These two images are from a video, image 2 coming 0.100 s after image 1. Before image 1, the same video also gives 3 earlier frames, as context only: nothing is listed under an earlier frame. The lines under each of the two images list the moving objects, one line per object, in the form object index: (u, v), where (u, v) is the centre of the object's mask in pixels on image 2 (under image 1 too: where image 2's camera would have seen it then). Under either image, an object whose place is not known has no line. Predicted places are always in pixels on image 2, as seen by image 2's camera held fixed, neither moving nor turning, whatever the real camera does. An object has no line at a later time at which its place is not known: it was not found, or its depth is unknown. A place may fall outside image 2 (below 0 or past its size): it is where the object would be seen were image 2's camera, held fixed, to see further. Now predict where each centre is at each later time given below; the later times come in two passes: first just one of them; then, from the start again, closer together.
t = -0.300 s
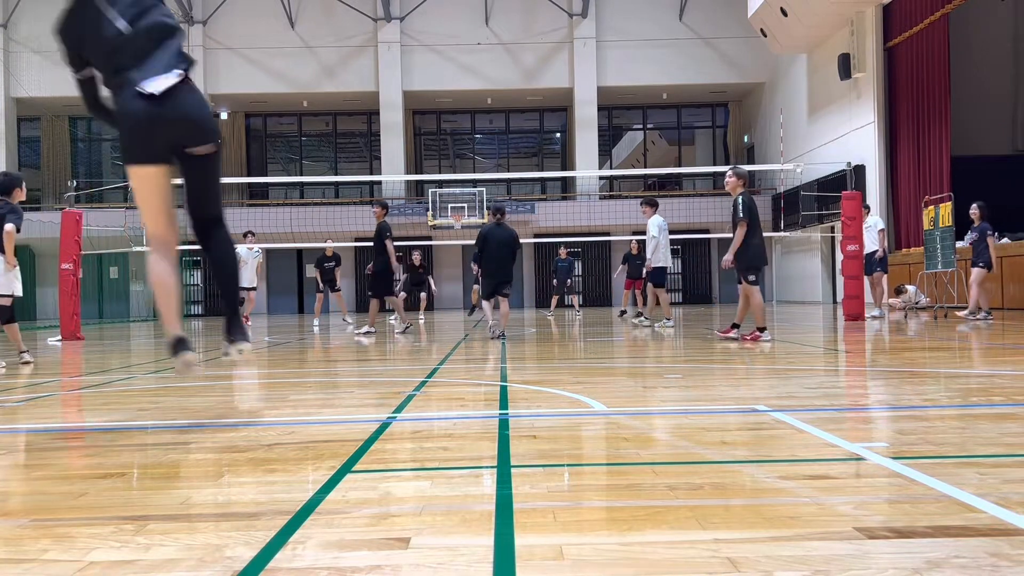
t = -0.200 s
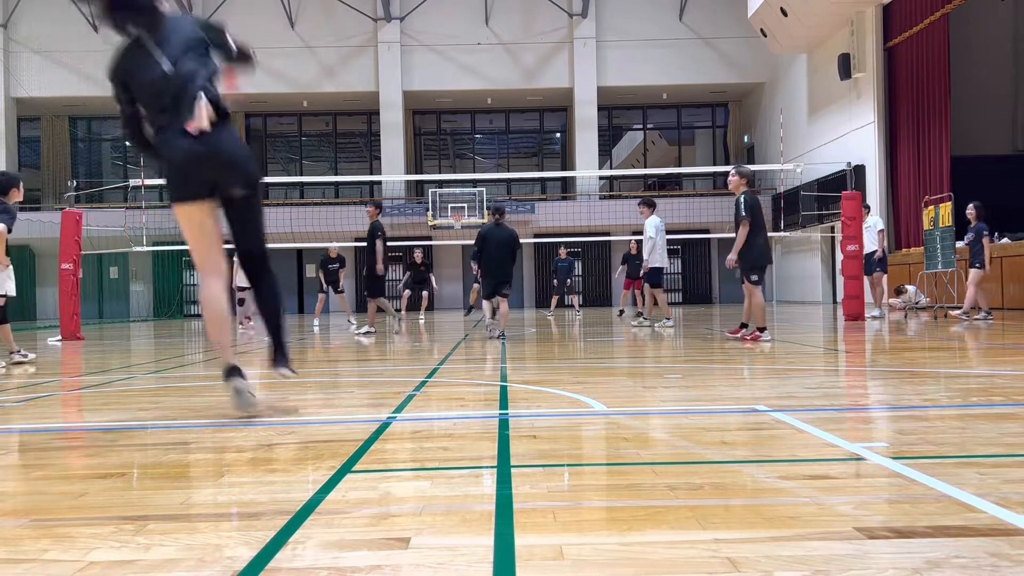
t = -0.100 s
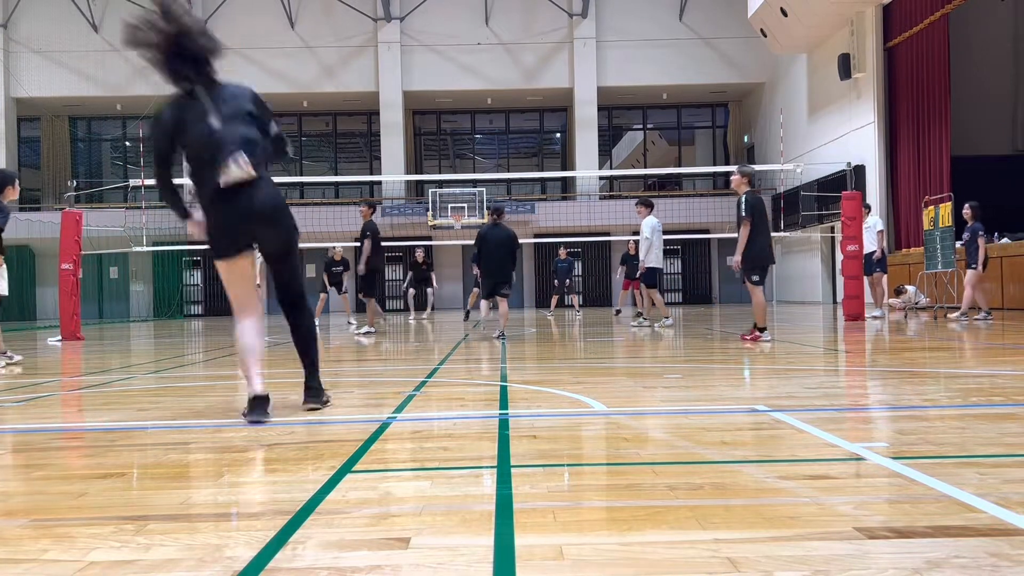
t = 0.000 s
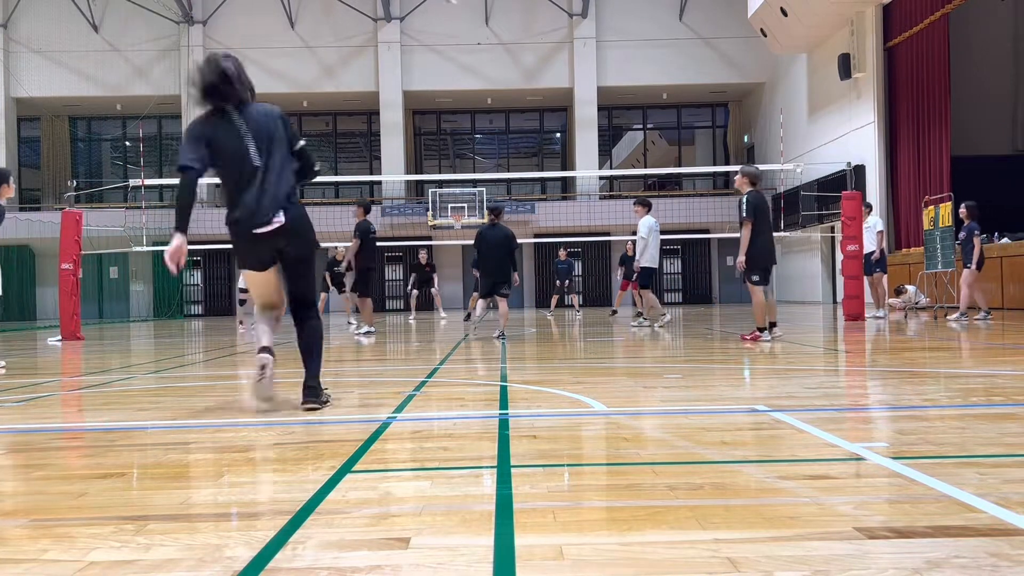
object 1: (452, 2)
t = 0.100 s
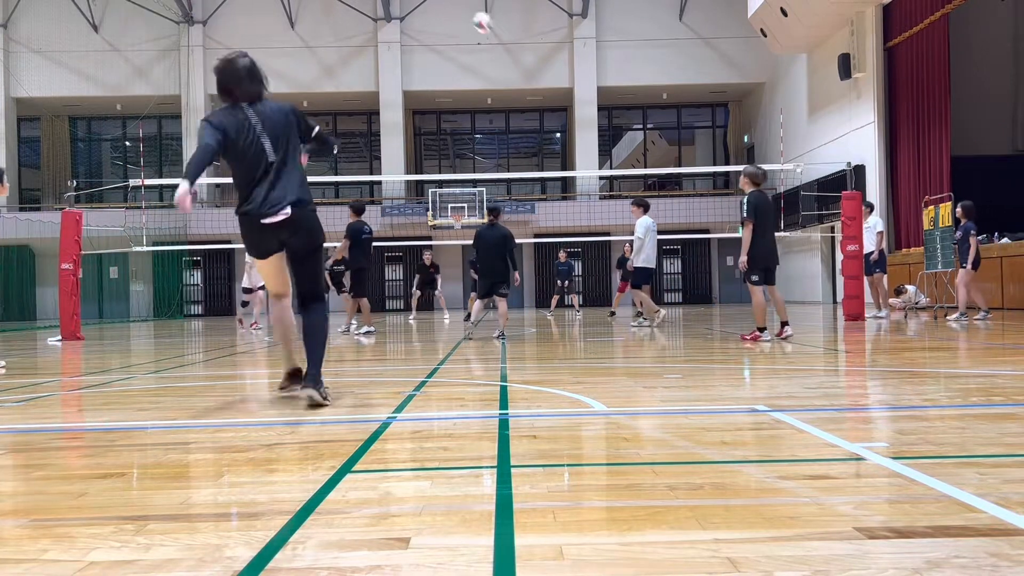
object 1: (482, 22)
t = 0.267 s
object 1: (520, 68)
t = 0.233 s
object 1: (514, 59)
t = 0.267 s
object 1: (520, 68)
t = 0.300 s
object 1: (526, 77)
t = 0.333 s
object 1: (530, 87)
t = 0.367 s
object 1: (535, 97)
